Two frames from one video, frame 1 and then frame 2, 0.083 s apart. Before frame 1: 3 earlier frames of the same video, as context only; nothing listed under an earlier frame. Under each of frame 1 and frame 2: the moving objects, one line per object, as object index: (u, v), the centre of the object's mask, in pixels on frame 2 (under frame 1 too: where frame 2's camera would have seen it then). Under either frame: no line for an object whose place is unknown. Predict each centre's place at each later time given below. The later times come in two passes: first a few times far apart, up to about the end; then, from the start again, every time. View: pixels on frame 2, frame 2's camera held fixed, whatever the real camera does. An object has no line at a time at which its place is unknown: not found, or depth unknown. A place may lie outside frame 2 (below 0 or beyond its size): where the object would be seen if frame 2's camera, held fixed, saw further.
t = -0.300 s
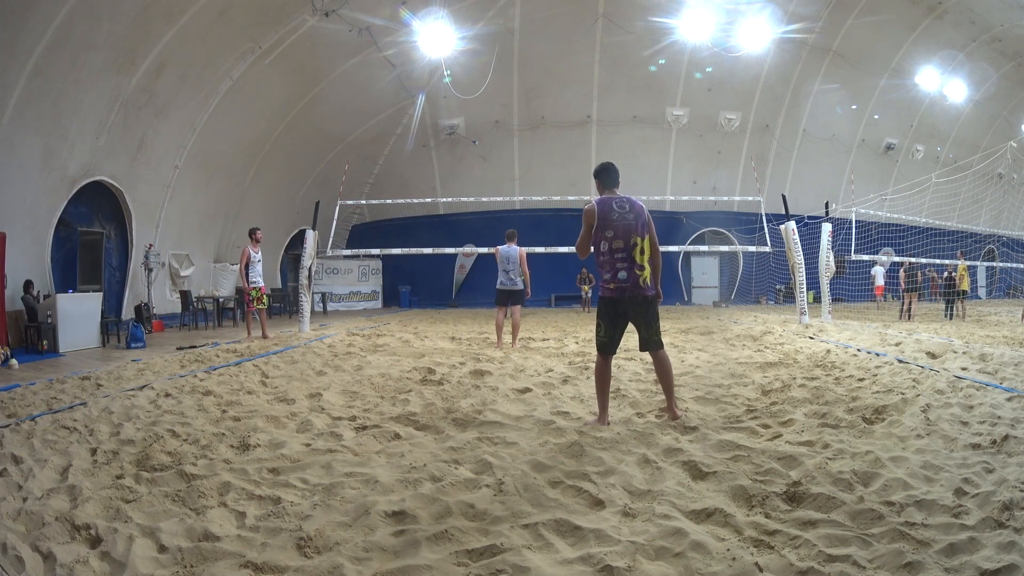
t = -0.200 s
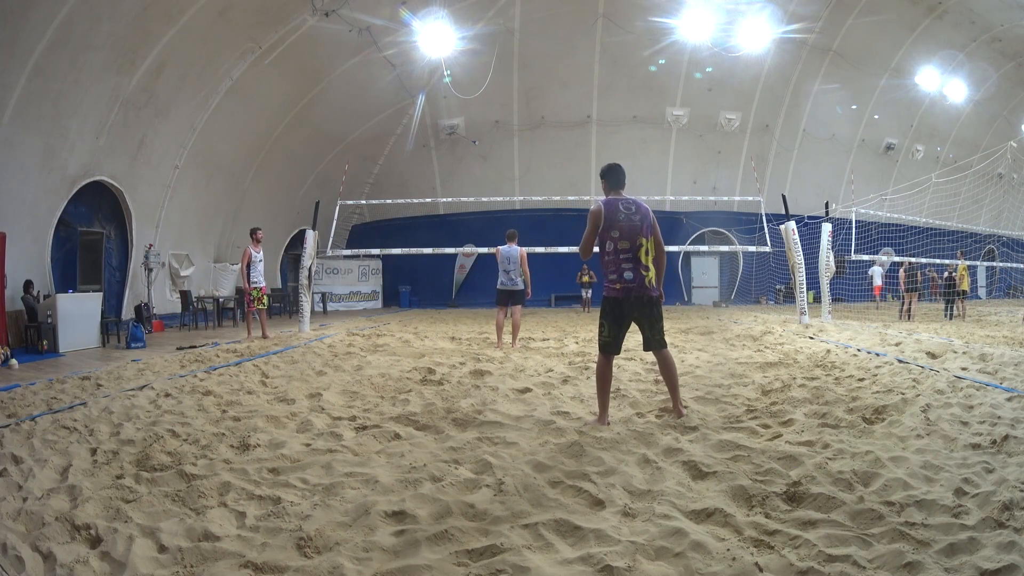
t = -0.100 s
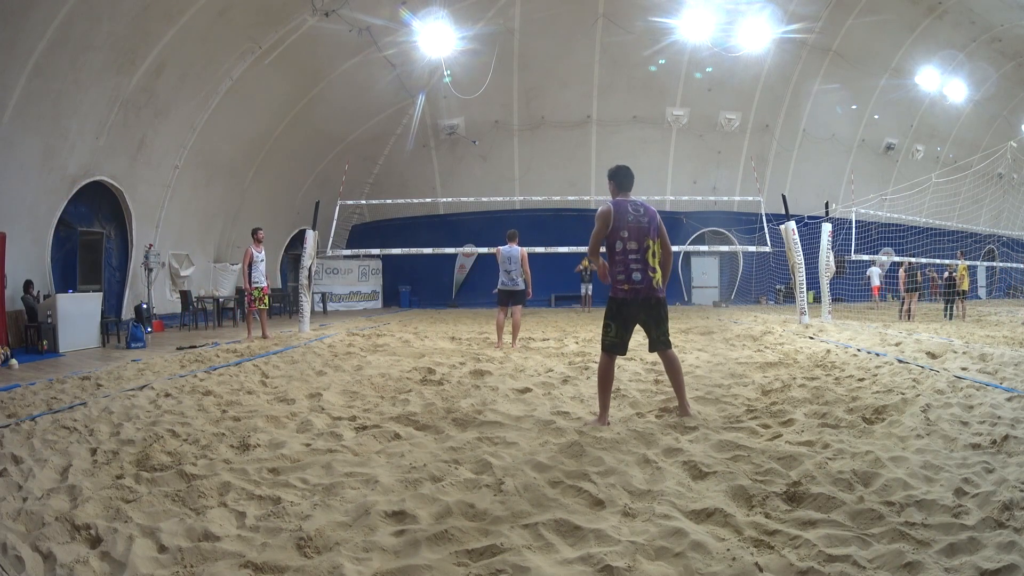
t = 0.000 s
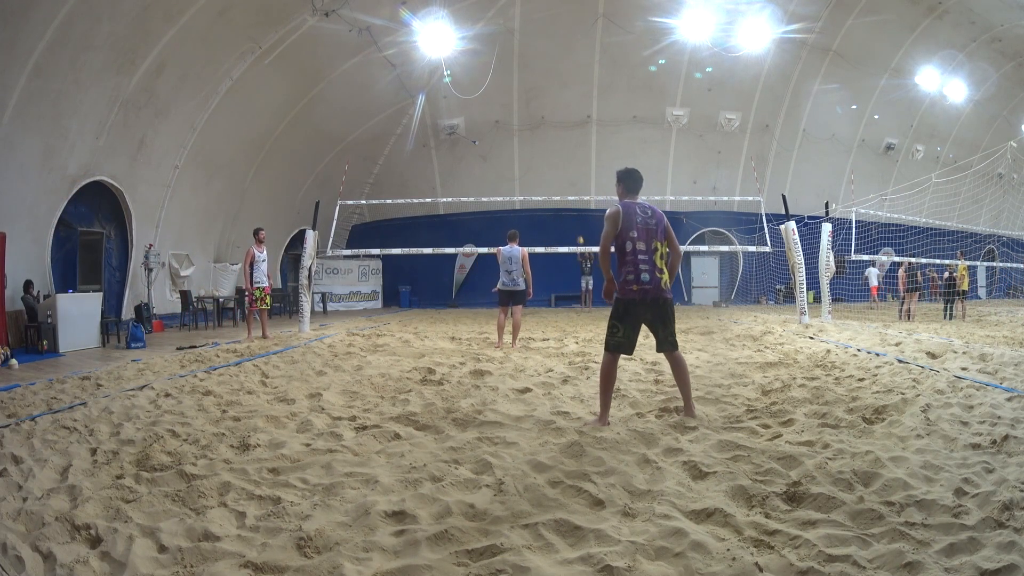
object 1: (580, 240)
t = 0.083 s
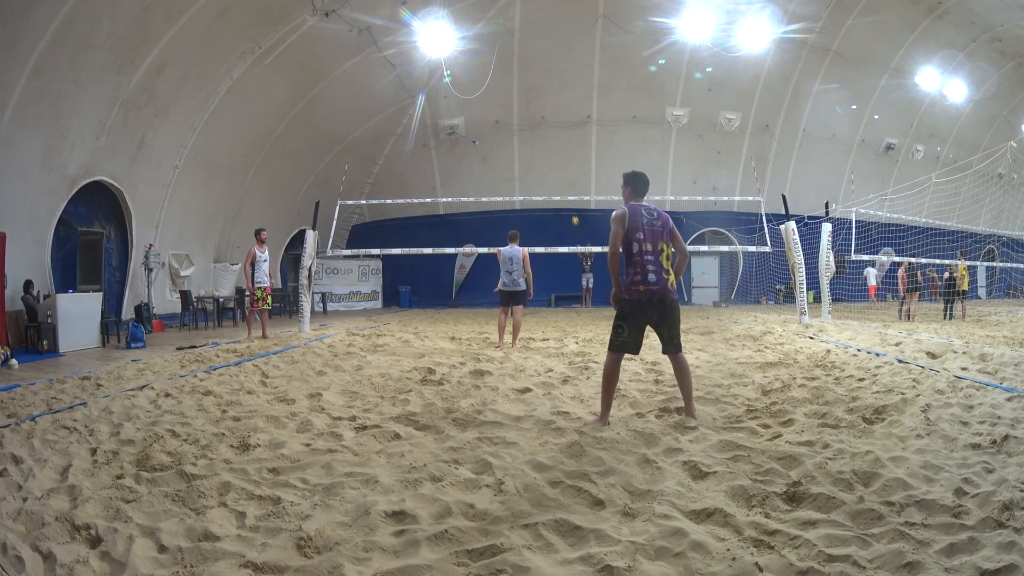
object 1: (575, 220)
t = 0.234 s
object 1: (564, 187)
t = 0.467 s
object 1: (544, 144)
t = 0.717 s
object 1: (515, 114)
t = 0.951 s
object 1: (480, 108)
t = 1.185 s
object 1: (432, 134)
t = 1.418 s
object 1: (367, 218)
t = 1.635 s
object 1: (299, 368)
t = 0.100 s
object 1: (574, 217)
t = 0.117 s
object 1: (573, 213)
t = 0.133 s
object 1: (572, 209)
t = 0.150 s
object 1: (570, 205)
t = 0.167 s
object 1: (569, 202)
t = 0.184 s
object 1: (568, 197)
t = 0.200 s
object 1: (567, 193)
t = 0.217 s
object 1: (565, 191)
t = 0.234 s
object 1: (564, 187)
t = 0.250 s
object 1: (563, 184)
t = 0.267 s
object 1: (562, 180)
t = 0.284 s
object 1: (560, 177)
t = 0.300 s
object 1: (559, 174)
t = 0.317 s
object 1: (558, 171)
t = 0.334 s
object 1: (556, 167)
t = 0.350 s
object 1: (555, 164)
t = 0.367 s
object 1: (553, 161)
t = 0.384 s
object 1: (552, 158)
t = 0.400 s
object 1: (550, 155)
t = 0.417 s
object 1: (549, 152)
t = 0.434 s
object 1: (547, 149)
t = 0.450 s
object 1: (546, 146)
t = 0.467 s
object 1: (544, 144)
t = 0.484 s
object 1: (542, 141)
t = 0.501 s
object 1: (541, 139)
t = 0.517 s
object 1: (539, 136)
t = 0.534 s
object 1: (537, 134)
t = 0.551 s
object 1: (535, 131)
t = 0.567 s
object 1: (533, 129)
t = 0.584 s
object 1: (531, 127)
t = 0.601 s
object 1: (528, 125)
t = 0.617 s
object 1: (527, 124)
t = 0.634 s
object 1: (525, 122)
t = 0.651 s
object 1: (524, 120)
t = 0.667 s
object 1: (522, 118)
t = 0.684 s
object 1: (519, 116)
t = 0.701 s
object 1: (517, 115)
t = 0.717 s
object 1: (515, 114)
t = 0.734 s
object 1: (513, 112)
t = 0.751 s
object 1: (511, 111)
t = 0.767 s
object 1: (509, 110)
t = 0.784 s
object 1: (506, 109)
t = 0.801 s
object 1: (504, 108)
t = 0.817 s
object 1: (501, 108)
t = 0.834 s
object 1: (499, 107)
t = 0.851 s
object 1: (496, 107)
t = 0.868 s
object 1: (494, 107)
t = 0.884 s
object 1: (491, 106)
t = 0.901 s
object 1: (488, 107)
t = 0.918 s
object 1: (486, 107)
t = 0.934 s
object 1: (483, 107)
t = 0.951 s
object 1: (480, 108)
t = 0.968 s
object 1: (477, 108)
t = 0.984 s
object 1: (474, 109)
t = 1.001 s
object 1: (471, 110)
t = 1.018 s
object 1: (467, 111)
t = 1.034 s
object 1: (464, 112)
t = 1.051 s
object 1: (461, 114)
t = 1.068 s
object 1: (458, 115)
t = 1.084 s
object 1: (454, 117)
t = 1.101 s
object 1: (451, 120)
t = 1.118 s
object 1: (447, 122)
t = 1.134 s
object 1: (444, 125)
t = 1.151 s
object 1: (440, 127)
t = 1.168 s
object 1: (436, 130)
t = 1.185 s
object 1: (432, 134)
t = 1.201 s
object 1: (428, 138)
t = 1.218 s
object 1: (424, 142)
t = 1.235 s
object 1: (420, 146)
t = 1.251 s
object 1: (415, 151)
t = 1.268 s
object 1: (411, 156)
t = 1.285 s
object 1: (407, 161)
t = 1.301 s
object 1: (402, 167)
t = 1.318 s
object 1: (398, 173)
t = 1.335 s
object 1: (393, 179)
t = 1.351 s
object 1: (388, 186)
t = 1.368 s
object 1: (383, 192)
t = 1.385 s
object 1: (378, 200)
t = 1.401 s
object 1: (373, 210)
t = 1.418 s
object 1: (367, 218)
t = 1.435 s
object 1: (361, 228)
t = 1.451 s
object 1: (356, 237)
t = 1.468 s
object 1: (352, 245)
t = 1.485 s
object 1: (346, 256)
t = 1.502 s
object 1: (341, 267)
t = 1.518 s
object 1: (335, 279)
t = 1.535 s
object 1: (329, 292)
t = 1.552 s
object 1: (324, 304)
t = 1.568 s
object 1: (319, 318)
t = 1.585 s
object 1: (313, 330)
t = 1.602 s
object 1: (307, 344)
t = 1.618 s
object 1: (302, 359)
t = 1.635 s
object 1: (299, 368)
